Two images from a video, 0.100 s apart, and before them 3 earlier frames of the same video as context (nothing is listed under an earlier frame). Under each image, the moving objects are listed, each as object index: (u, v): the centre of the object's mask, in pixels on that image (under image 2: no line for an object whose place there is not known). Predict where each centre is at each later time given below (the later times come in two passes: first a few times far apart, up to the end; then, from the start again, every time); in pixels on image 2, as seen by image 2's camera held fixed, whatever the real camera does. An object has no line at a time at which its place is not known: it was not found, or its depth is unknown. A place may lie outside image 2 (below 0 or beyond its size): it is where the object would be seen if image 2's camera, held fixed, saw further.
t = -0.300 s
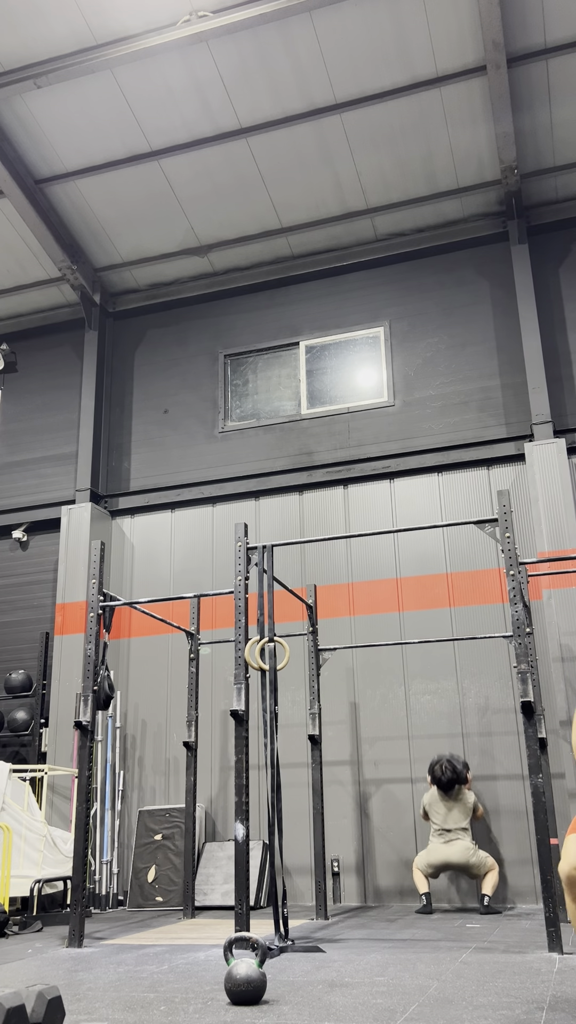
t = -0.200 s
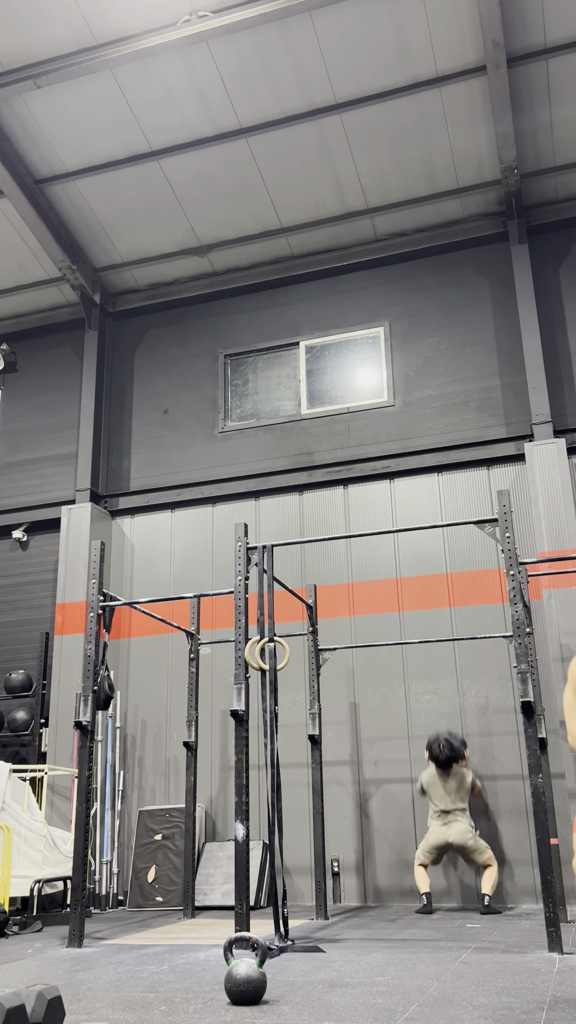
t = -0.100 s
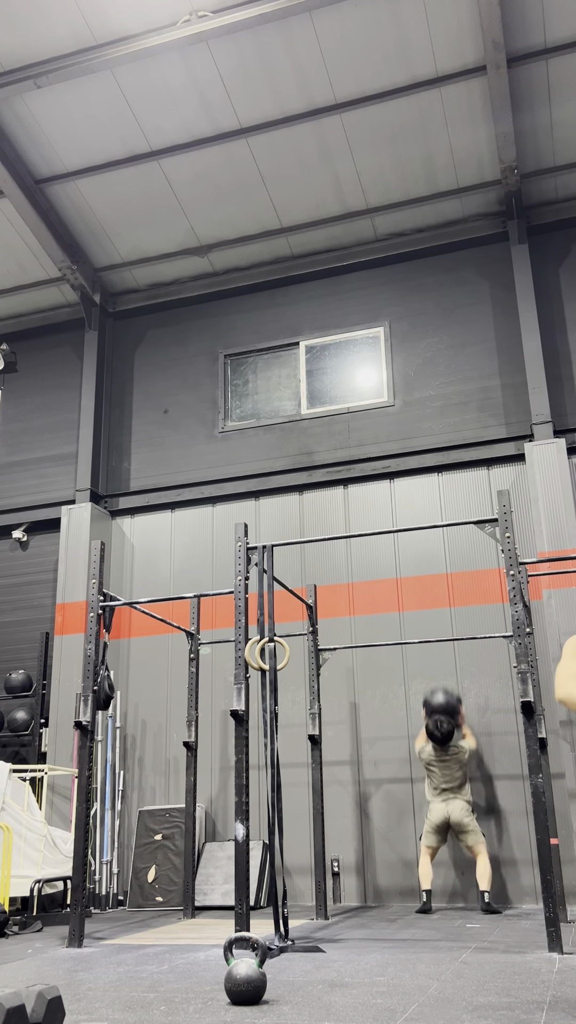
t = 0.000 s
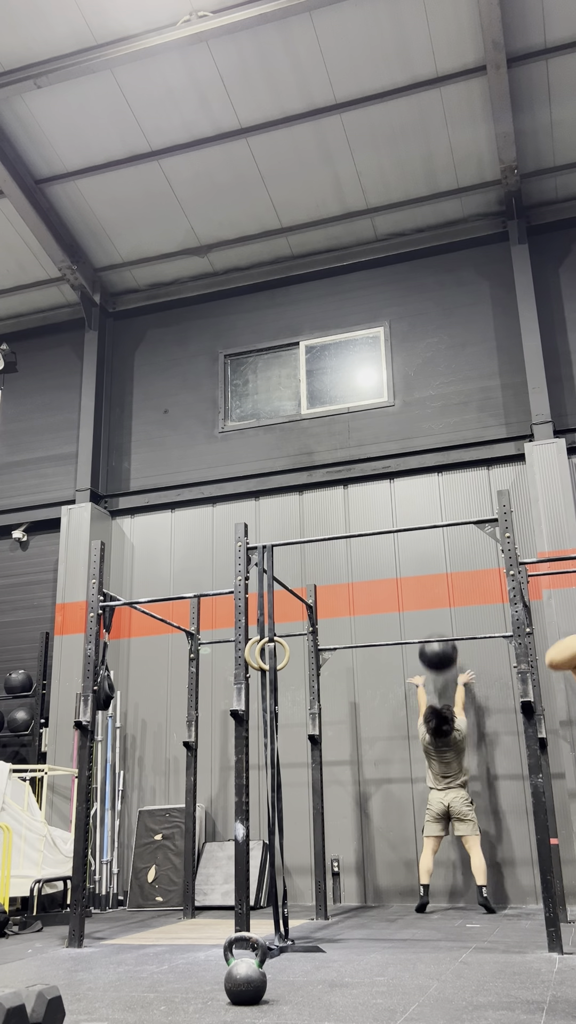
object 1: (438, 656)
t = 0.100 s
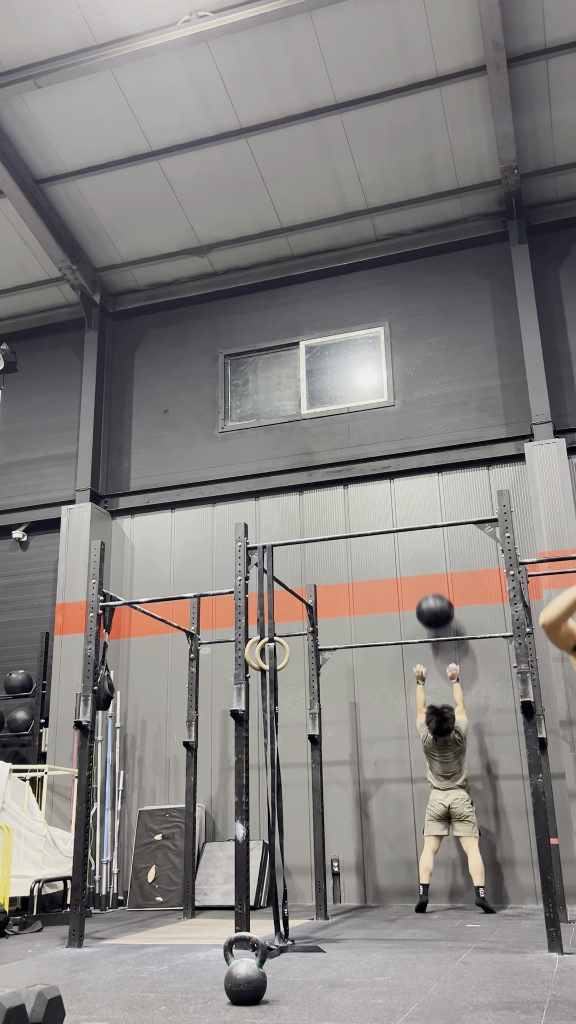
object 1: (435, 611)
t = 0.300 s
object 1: (432, 562)
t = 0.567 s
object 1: (431, 558)
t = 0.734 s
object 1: (432, 589)
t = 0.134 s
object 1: (434, 601)
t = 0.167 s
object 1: (433, 590)
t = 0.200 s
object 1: (433, 582)
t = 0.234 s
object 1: (432, 574)
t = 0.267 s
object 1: (432, 568)
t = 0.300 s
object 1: (432, 562)
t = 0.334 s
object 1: (431, 558)
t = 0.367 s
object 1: (431, 555)
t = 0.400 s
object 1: (431, 554)
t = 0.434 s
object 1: (431, 553)
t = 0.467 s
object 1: (431, 553)
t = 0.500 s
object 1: (431, 553)
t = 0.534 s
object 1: (431, 555)
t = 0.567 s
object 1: (431, 558)
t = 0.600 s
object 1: (431, 562)
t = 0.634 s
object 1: (431, 567)
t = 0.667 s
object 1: (431, 573)
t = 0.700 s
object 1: (432, 580)
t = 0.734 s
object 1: (432, 589)
